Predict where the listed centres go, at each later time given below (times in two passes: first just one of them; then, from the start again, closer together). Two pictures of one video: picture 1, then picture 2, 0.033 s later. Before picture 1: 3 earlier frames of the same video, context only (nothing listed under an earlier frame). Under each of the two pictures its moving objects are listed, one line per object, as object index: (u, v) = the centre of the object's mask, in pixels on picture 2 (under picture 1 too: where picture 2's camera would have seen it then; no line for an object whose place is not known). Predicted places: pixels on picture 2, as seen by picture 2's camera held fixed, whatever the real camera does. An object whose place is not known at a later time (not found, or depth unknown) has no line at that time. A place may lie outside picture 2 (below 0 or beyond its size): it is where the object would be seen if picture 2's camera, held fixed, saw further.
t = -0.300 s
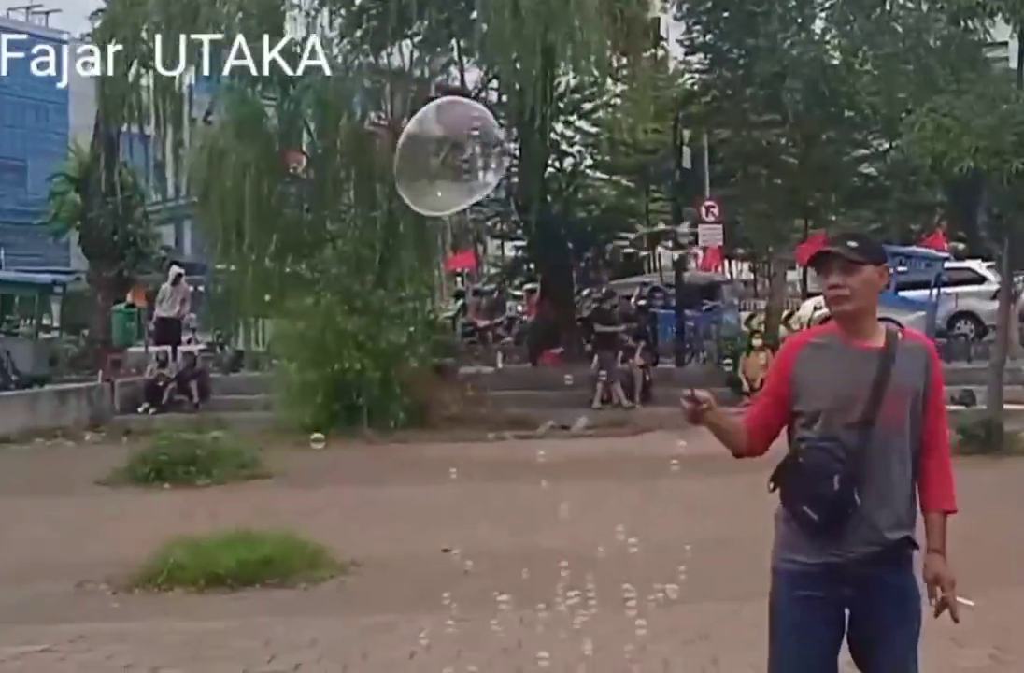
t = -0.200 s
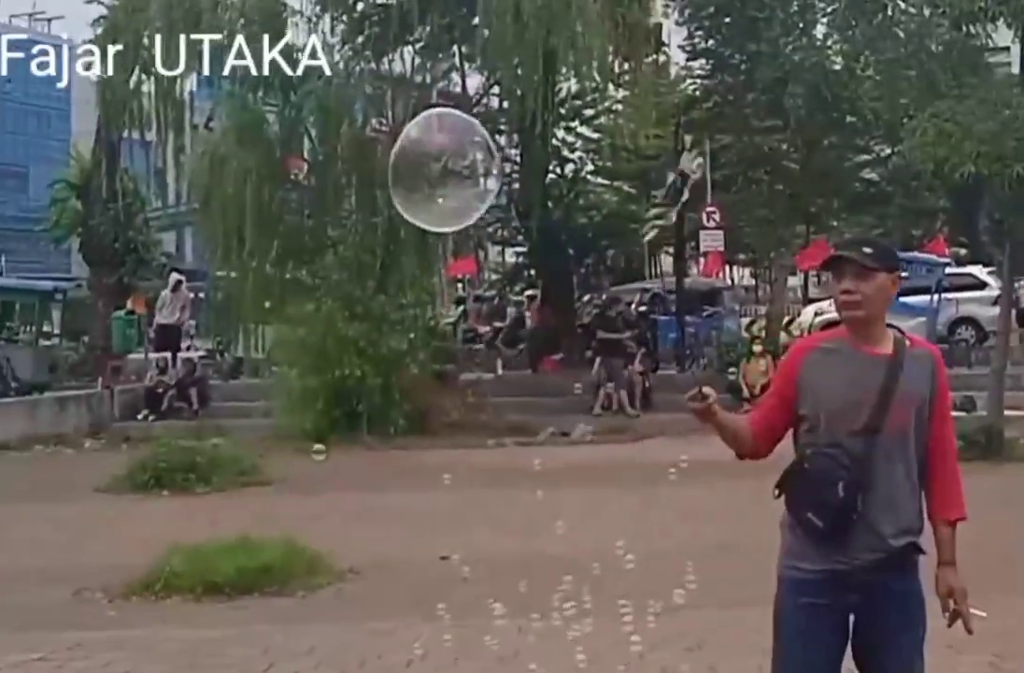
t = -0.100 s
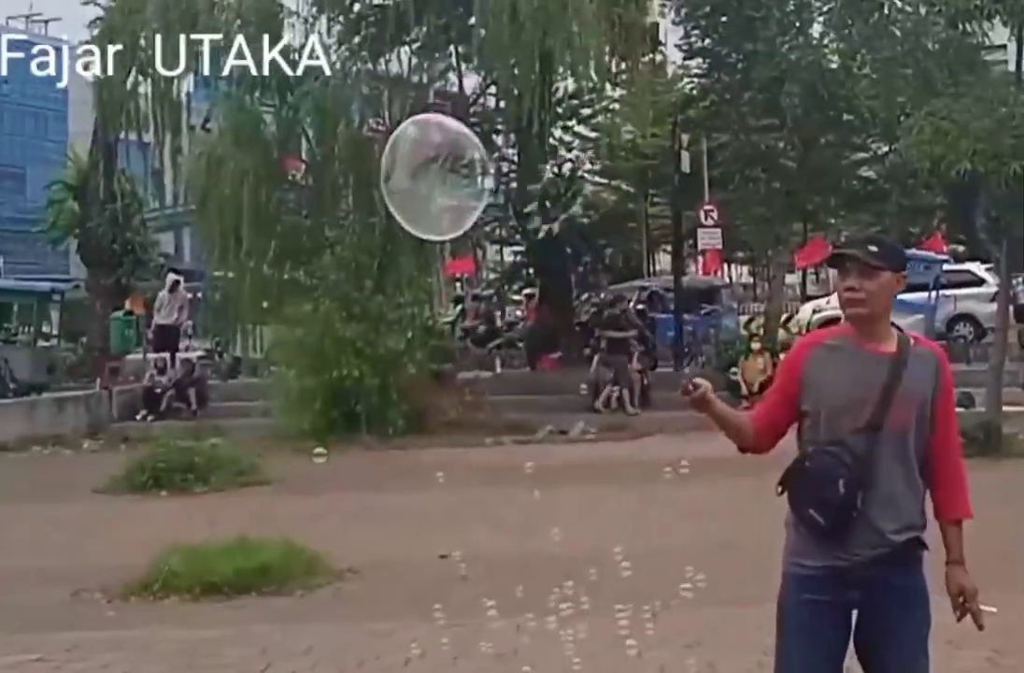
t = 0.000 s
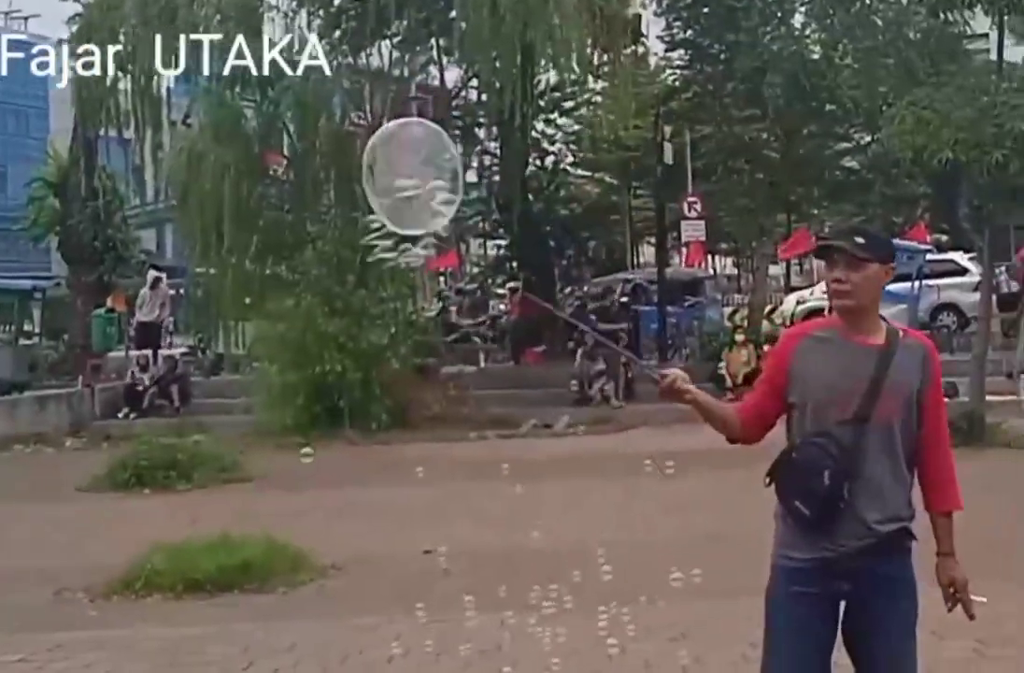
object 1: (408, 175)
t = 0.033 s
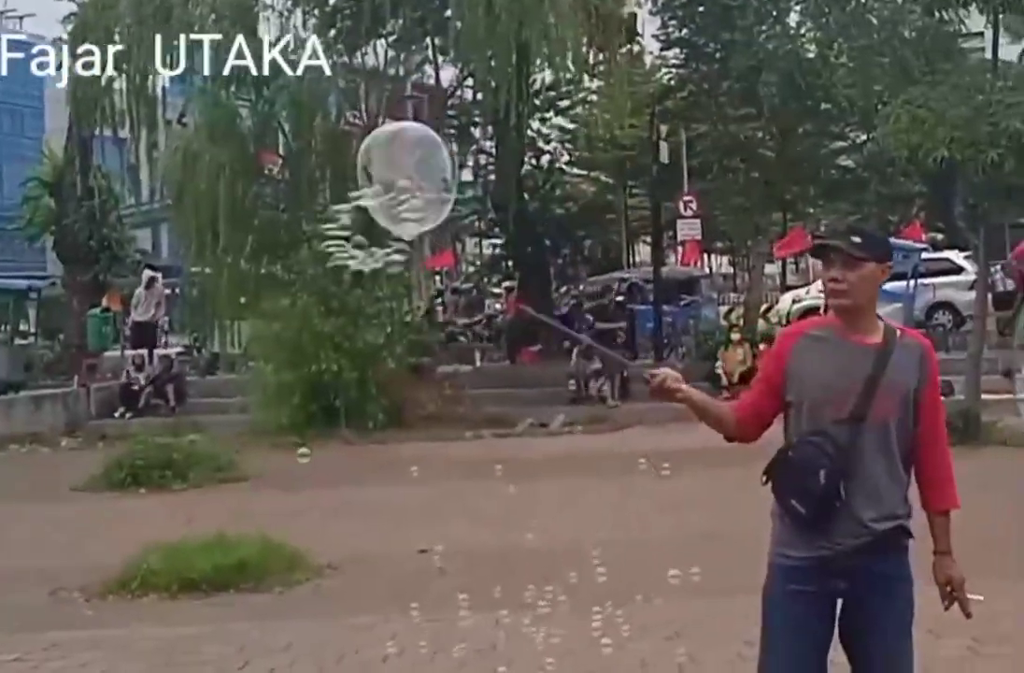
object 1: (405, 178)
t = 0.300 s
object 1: (398, 192)
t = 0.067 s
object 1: (405, 179)
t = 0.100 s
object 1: (405, 181)
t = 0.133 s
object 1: (403, 185)
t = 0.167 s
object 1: (402, 186)
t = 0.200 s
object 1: (402, 186)
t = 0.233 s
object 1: (402, 188)
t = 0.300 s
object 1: (398, 192)
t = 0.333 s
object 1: (399, 194)
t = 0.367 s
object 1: (399, 196)
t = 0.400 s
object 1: (397, 202)
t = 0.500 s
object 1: (397, 211)
